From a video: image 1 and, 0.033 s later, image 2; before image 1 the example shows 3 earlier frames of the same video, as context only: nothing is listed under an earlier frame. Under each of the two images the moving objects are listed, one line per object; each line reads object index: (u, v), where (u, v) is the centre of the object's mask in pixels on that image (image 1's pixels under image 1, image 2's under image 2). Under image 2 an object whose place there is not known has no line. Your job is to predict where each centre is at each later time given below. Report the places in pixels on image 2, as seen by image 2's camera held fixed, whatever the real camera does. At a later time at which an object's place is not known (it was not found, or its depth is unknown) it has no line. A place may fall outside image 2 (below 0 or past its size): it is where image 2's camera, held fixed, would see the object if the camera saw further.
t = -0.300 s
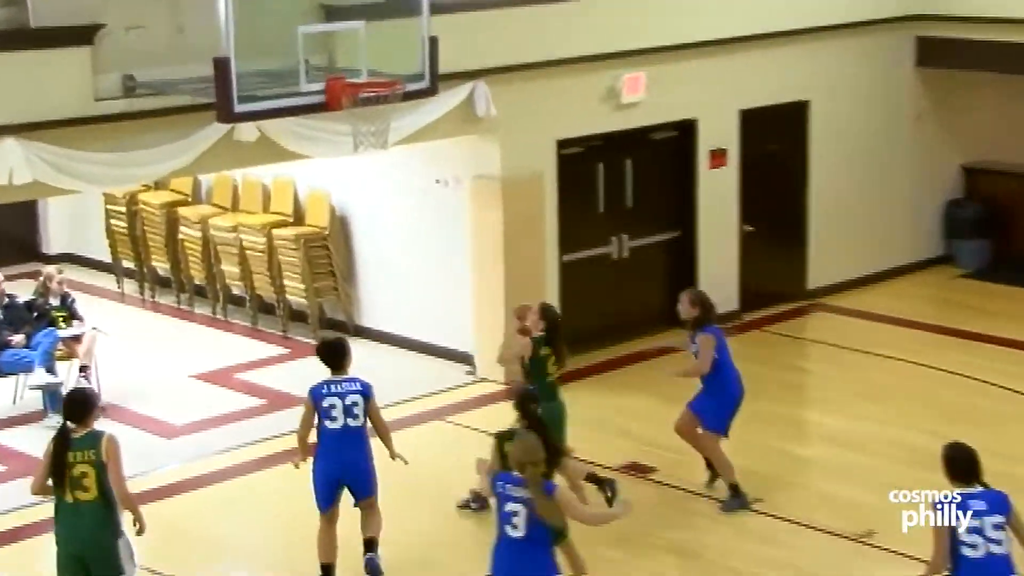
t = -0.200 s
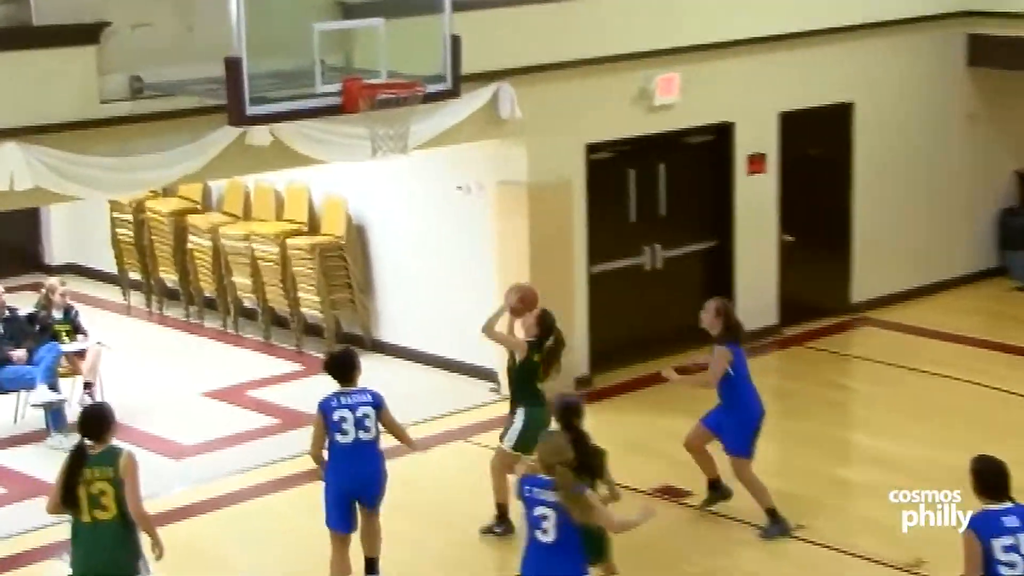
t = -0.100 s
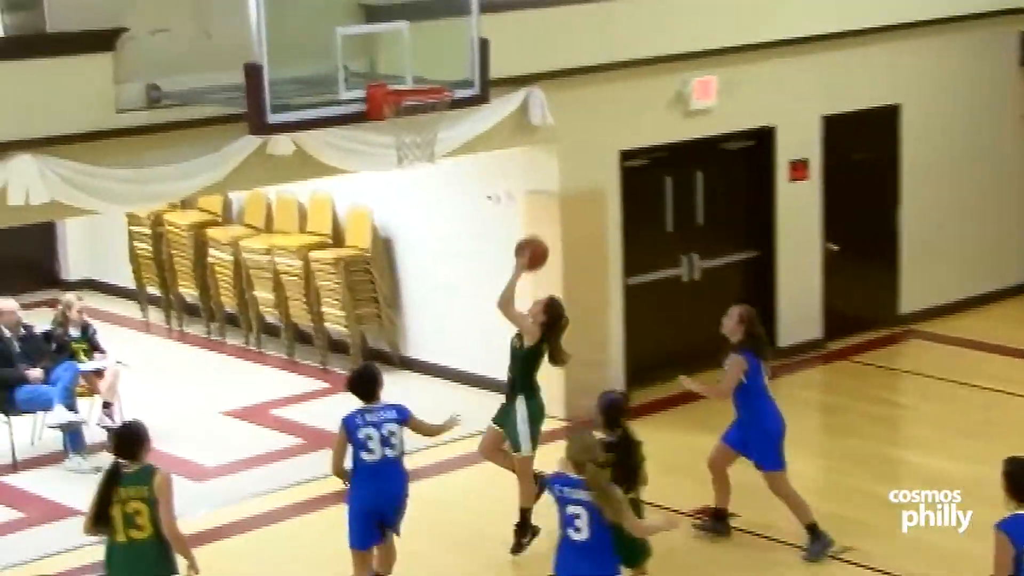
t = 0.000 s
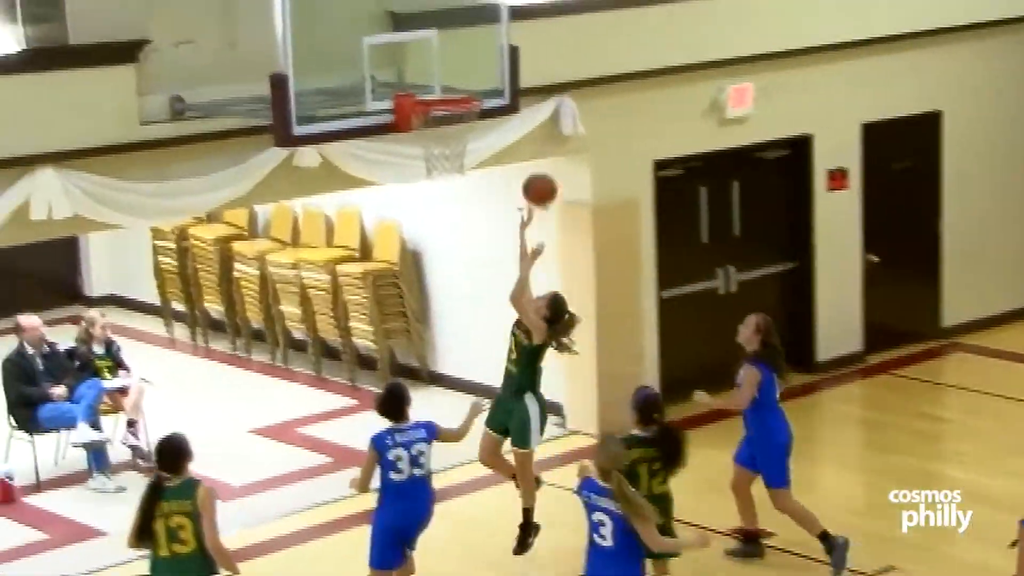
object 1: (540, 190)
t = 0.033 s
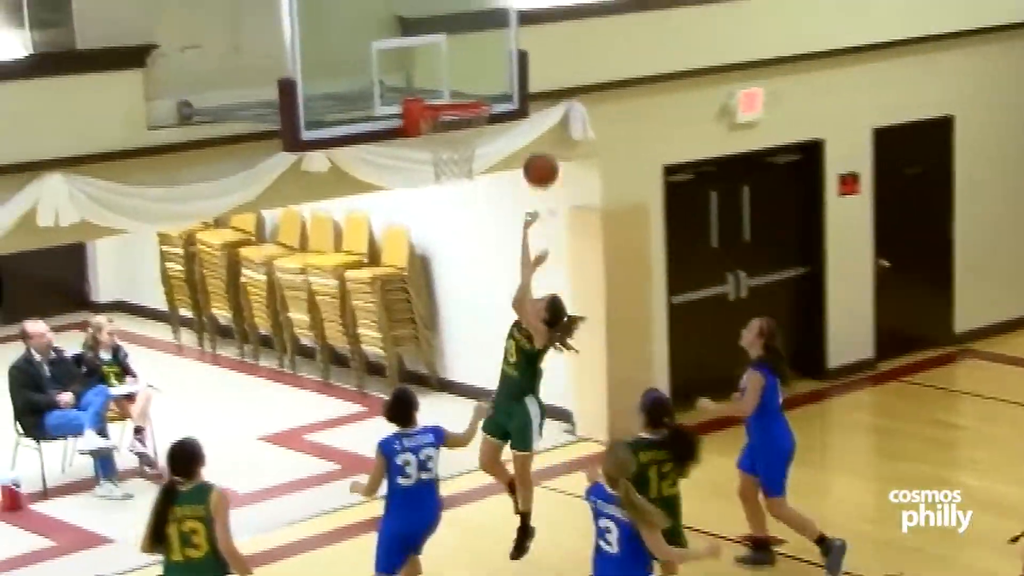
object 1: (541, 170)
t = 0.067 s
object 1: (532, 148)
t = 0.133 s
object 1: (513, 107)
